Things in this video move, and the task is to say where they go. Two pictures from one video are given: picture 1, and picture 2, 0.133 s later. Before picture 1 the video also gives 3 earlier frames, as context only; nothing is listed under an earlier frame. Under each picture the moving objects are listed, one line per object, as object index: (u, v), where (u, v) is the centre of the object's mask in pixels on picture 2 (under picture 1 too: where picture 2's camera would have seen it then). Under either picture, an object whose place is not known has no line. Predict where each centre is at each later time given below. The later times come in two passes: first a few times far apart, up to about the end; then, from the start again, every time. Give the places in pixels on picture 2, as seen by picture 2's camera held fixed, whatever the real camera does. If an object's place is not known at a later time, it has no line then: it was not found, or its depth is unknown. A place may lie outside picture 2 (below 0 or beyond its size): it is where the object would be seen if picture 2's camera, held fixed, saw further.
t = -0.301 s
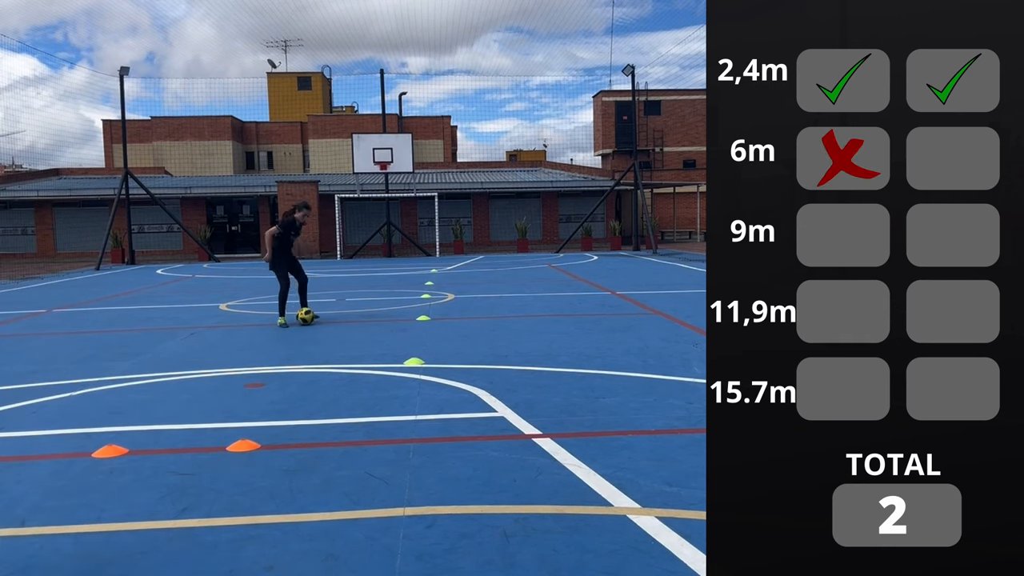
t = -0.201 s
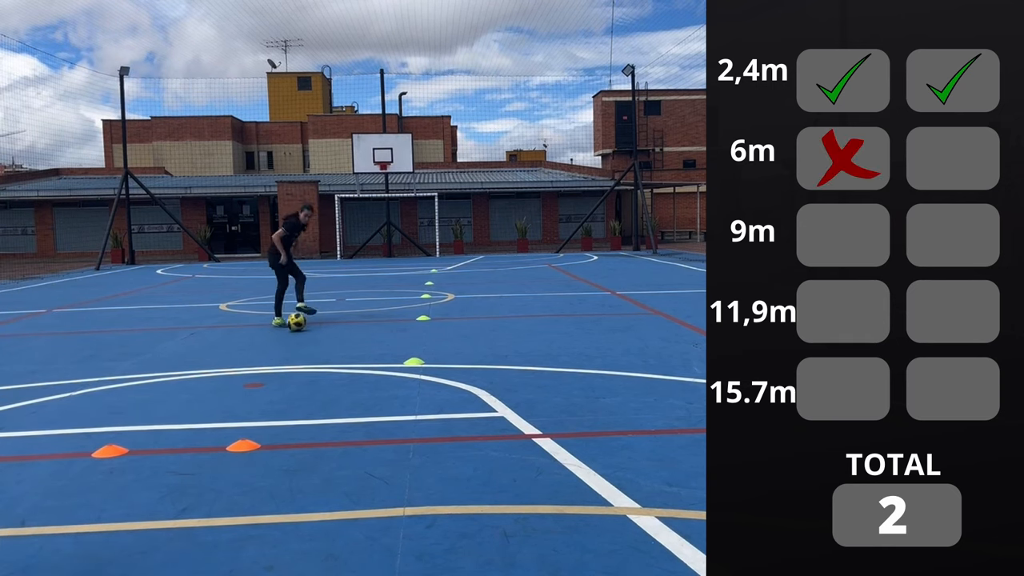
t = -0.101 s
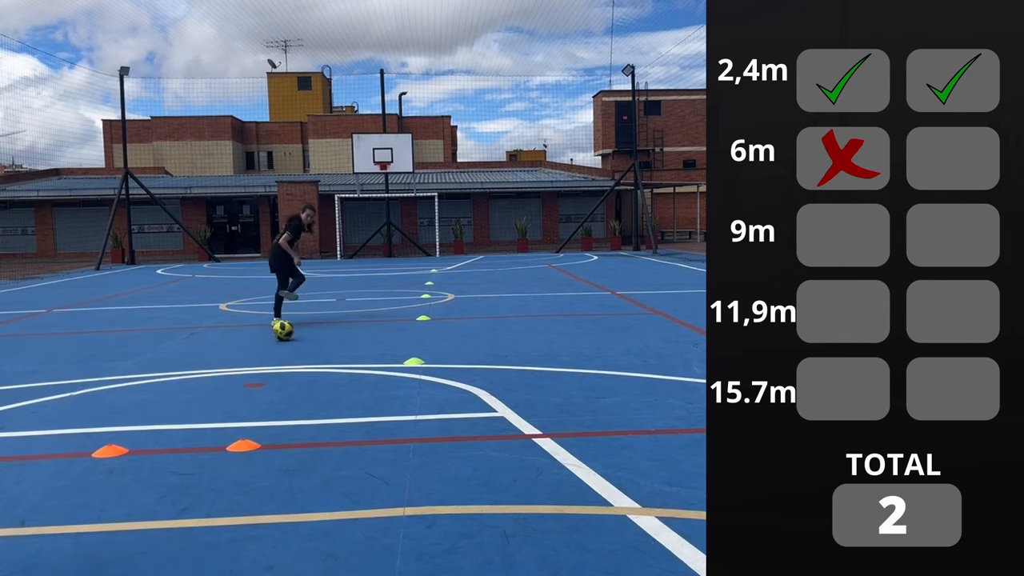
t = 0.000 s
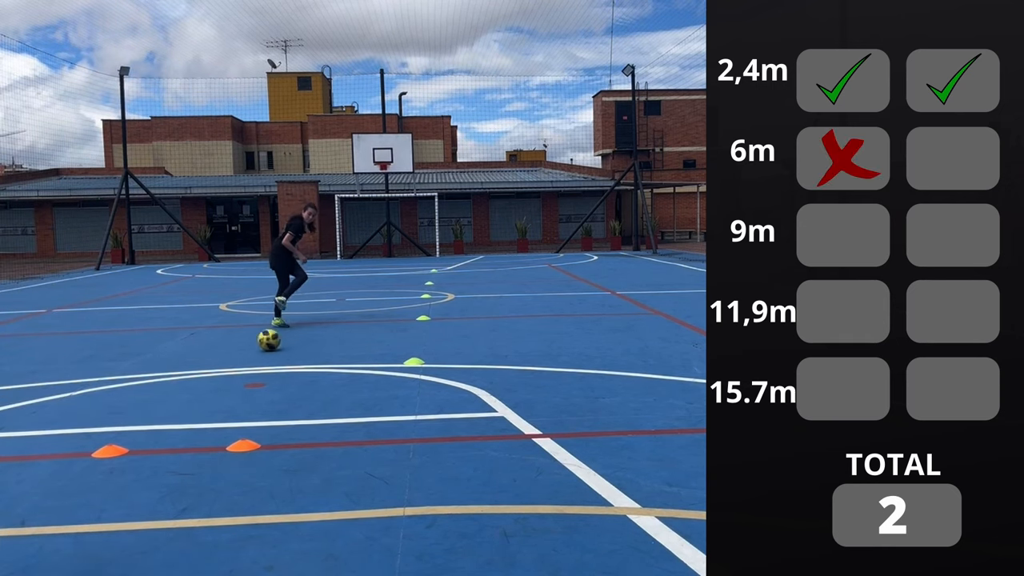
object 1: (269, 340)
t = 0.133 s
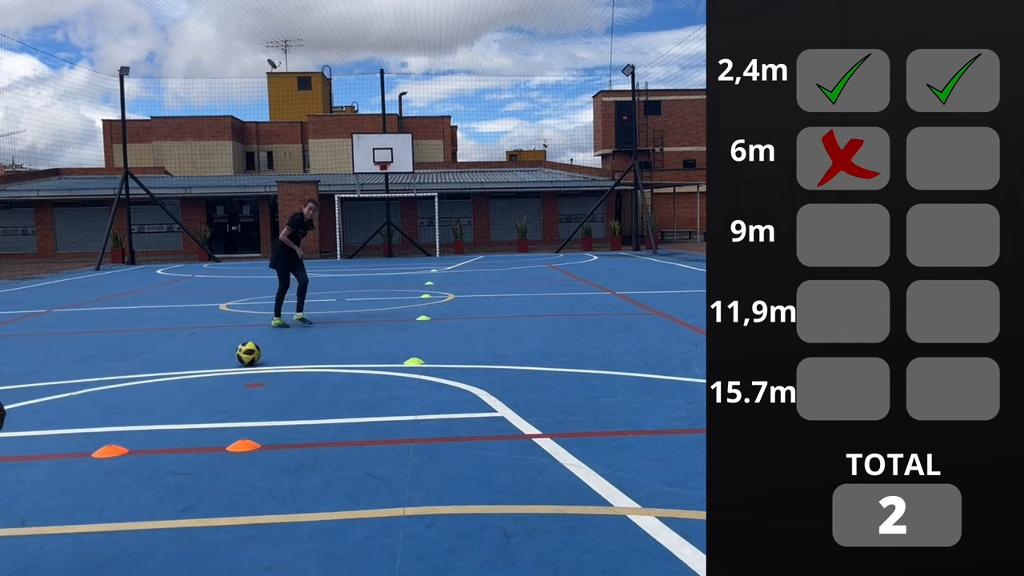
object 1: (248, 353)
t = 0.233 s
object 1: (231, 364)
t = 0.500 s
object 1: (180, 398)
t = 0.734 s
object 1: (120, 436)
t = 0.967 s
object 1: (42, 496)
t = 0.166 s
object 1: (242, 357)
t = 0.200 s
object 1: (237, 361)
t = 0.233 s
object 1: (231, 364)
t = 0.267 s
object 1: (225, 368)
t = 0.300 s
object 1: (219, 372)
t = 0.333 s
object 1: (213, 376)
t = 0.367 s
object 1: (207, 380)
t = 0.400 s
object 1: (201, 384)
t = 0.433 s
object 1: (194, 388)
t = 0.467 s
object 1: (187, 392)
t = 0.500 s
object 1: (180, 398)
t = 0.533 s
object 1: (172, 402)
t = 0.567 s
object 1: (165, 407)
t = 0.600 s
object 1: (157, 413)
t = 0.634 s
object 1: (148, 420)
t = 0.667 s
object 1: (139, 423)
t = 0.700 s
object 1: (129, 430)
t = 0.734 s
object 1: (120, 436)
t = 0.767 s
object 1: (111, 444)
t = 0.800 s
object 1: (101, 452)
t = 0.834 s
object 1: (91, 458)
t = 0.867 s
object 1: (80, 467)
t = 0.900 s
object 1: (68, 477)
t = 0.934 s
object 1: (55, 485)
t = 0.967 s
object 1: (42, 496)
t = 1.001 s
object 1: (28, 506)
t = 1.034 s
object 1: (19, 518)
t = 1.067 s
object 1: (11, 529)
